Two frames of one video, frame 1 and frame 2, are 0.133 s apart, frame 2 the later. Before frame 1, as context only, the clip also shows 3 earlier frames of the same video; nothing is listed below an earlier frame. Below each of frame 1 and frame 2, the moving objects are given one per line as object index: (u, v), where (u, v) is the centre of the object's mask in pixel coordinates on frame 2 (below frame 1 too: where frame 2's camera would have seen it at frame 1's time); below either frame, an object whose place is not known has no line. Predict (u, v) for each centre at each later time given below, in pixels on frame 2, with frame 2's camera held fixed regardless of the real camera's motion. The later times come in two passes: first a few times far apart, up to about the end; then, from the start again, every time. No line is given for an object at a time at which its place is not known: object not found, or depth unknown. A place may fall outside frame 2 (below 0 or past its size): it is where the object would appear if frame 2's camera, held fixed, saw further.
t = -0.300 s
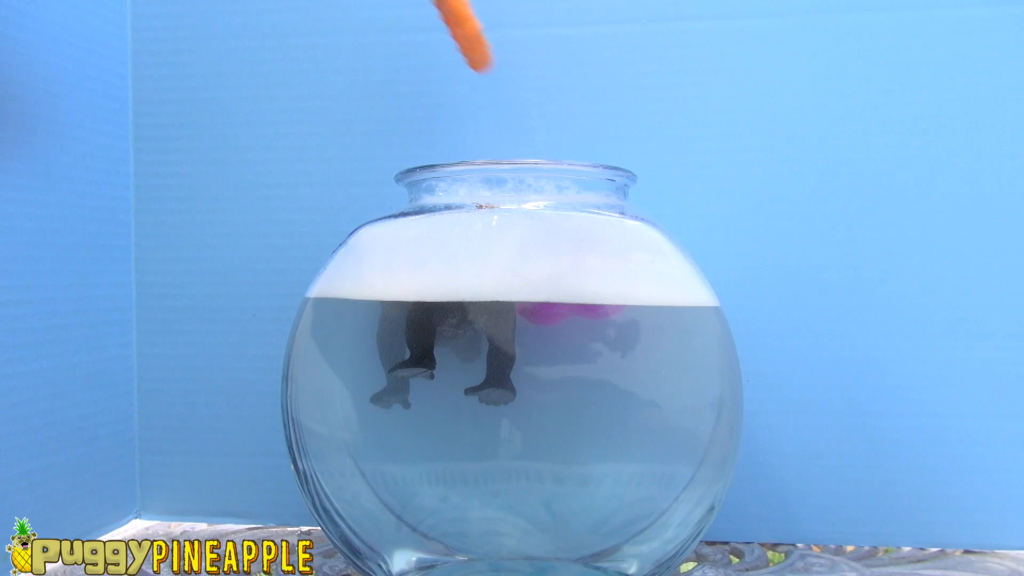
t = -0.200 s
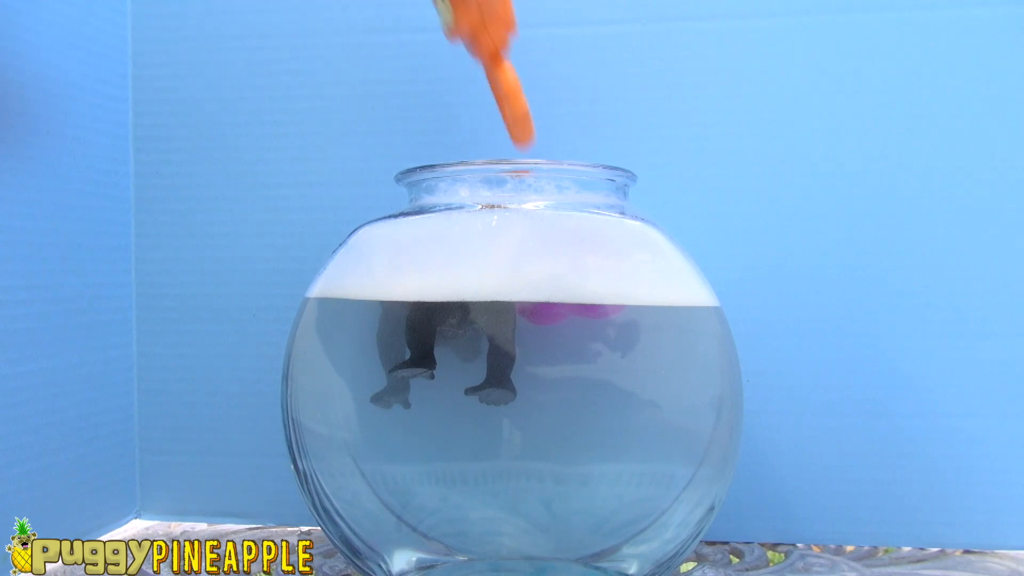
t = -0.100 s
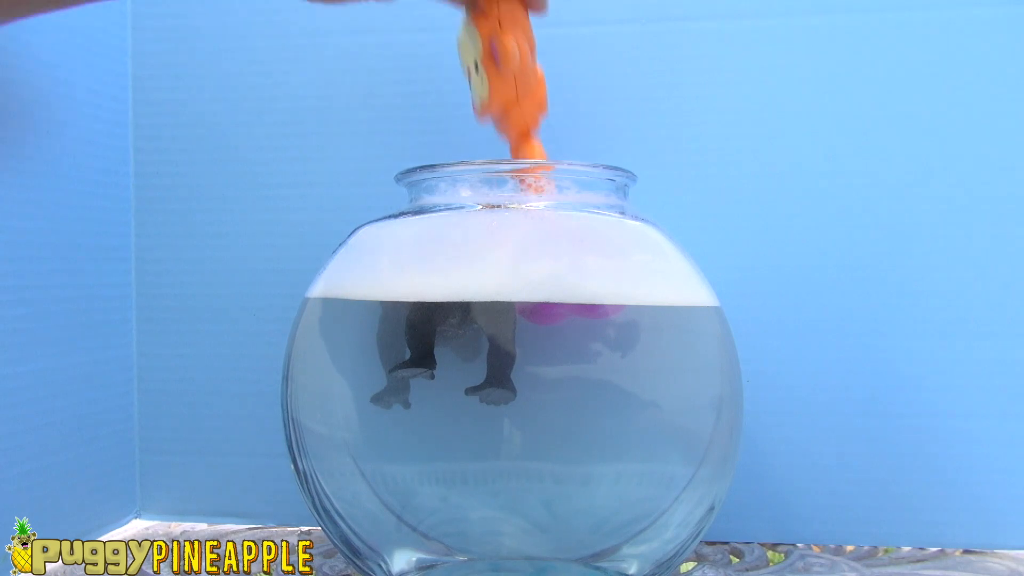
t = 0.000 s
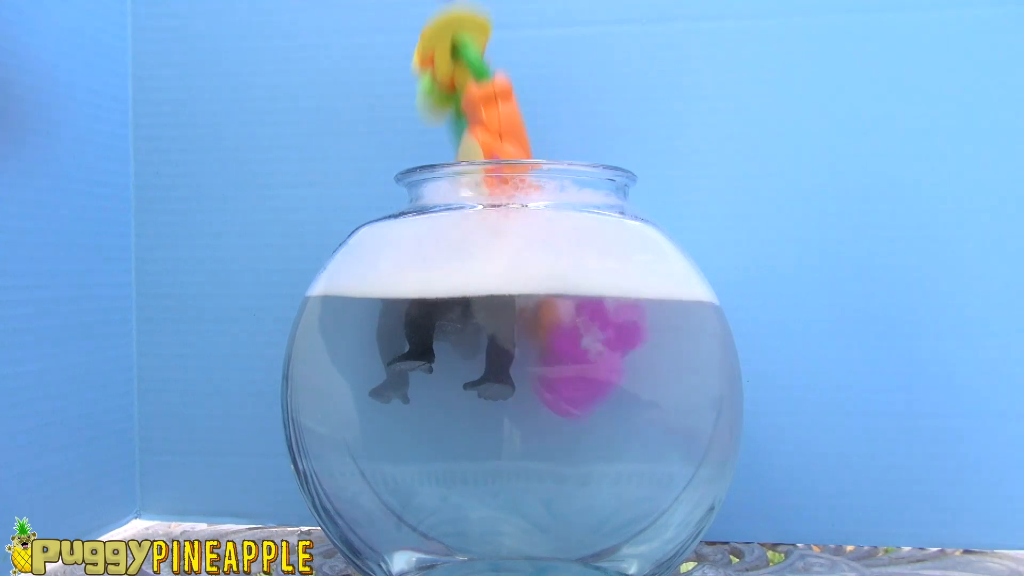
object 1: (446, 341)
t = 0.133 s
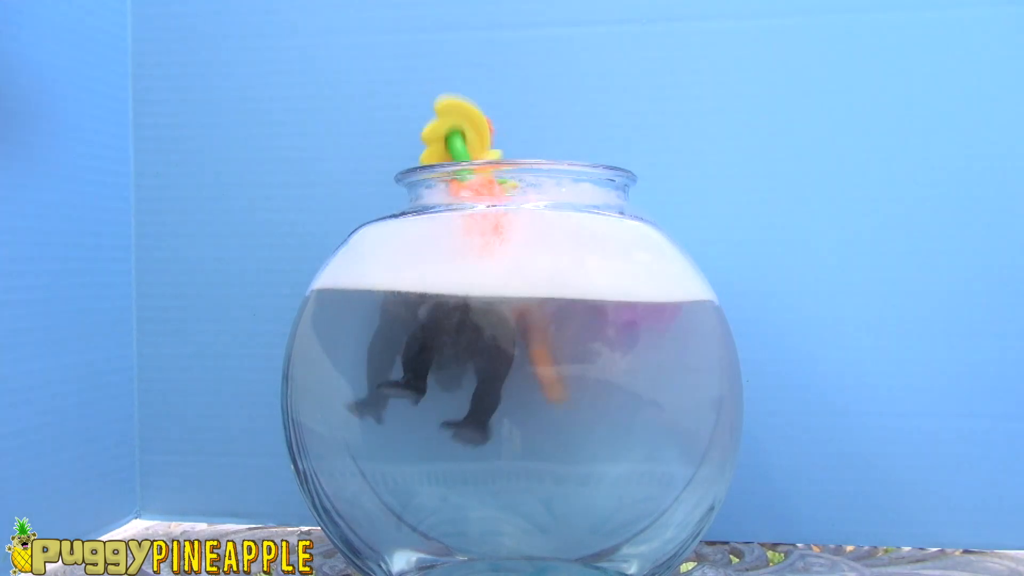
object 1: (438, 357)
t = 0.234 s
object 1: (428, 359)
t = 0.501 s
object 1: (429, 333)
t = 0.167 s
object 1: (436, 359)
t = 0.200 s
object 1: (430, 361)
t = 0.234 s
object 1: (428, 359)
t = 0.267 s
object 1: (422, 356)
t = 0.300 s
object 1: (419, 353)
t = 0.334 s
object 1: (419, 348)
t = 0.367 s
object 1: (419, 343)
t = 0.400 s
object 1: (421, 338)
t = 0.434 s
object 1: (424, 334)
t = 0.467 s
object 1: (427, 333)
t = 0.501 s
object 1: (429, 333)
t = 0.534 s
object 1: (428, 333)
